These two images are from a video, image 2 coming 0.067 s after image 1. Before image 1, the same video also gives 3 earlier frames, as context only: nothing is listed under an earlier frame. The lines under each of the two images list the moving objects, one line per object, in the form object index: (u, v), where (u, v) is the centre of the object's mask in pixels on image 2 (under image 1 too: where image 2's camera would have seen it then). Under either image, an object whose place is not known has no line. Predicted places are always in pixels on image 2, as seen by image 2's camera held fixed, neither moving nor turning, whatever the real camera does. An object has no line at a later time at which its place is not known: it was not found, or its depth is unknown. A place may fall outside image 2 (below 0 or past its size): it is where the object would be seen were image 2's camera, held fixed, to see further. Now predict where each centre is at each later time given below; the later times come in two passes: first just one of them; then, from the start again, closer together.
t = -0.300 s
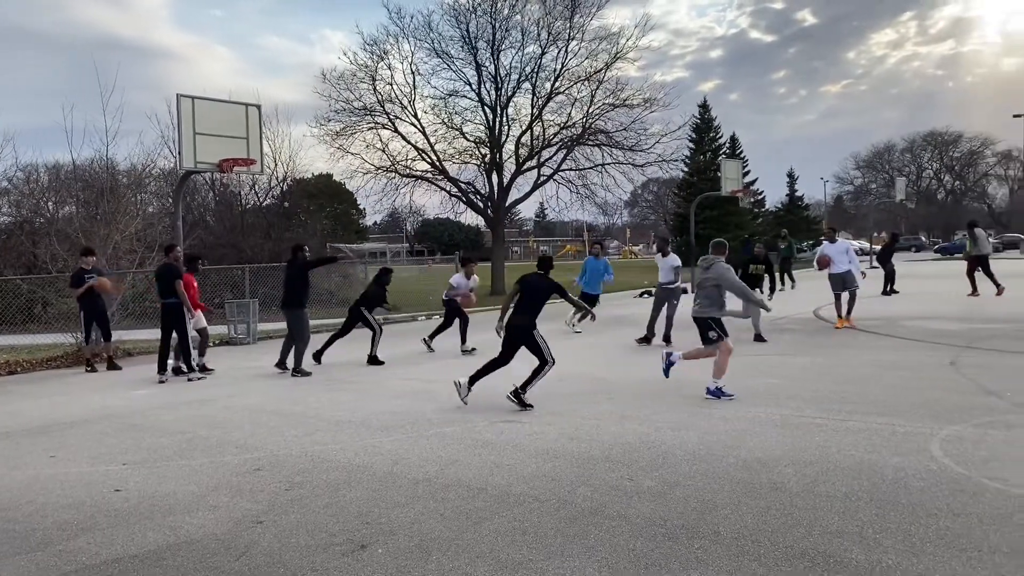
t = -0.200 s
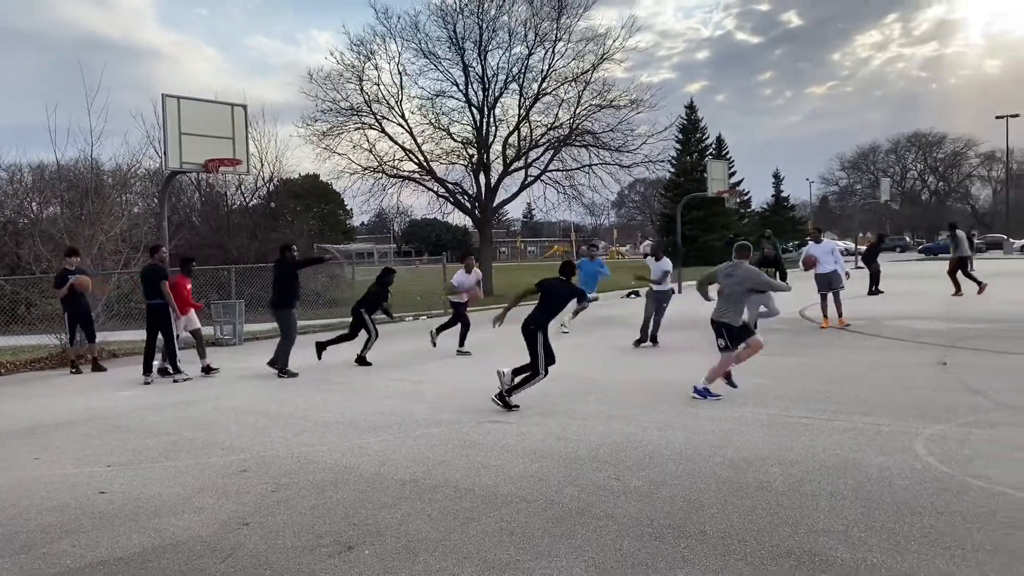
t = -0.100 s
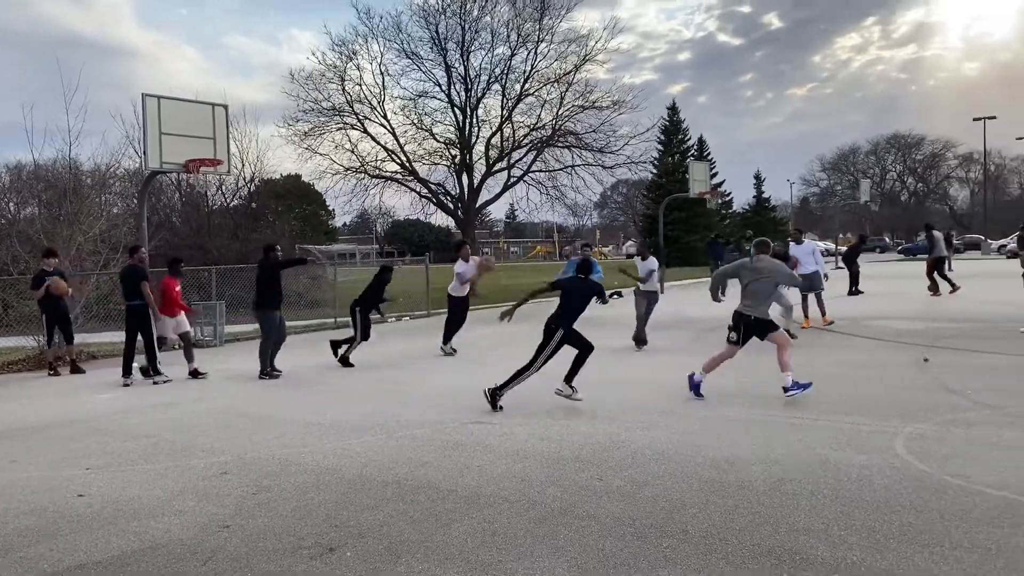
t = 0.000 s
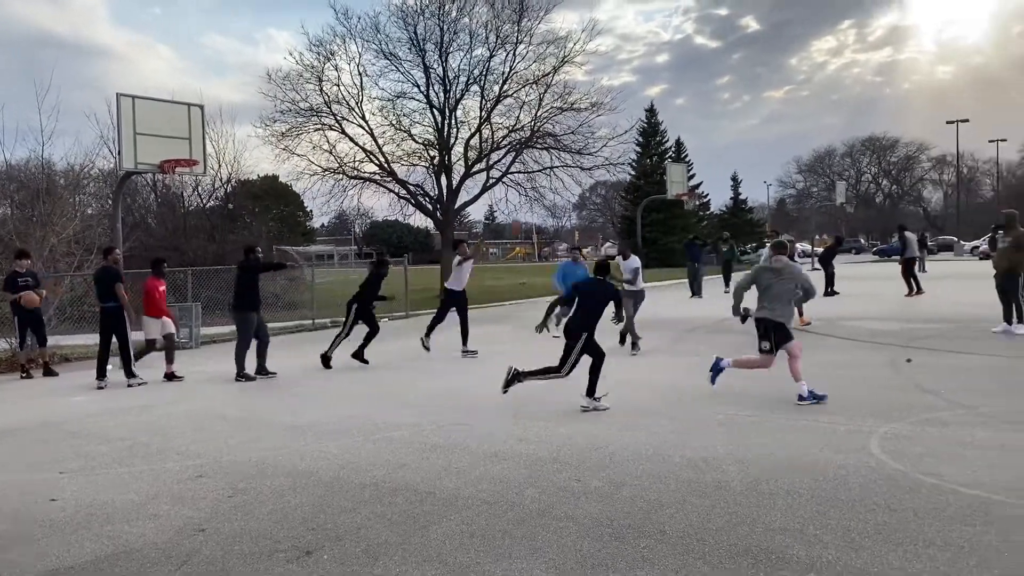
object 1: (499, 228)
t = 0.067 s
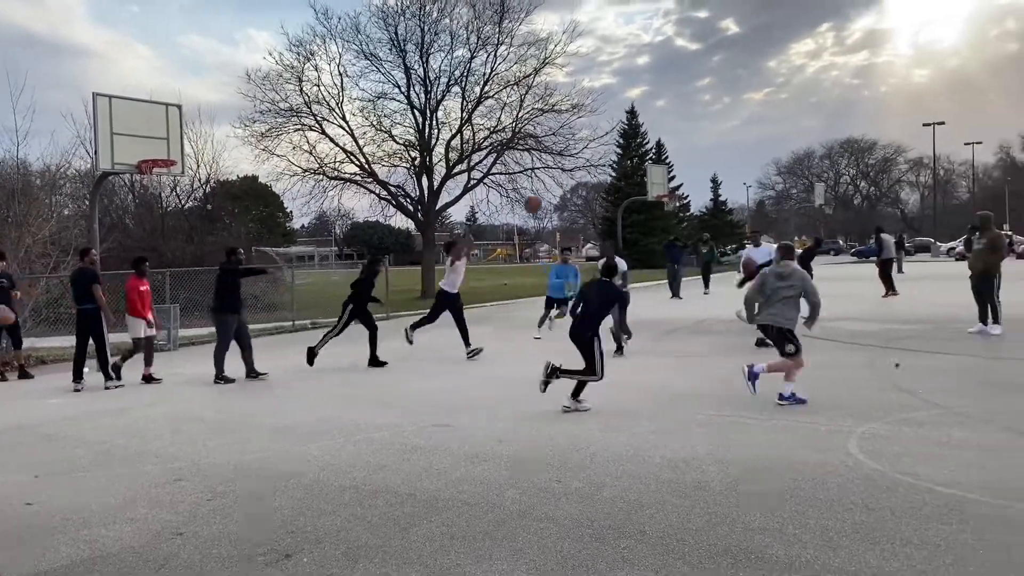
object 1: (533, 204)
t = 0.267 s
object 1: (656, 141)
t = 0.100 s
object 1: (551, 193)
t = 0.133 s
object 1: (571, 181)
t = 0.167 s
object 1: (590, 170)
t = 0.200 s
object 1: (612, 160)
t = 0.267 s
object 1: (656, 141)
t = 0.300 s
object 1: (680, 132)
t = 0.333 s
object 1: (705, 123)
